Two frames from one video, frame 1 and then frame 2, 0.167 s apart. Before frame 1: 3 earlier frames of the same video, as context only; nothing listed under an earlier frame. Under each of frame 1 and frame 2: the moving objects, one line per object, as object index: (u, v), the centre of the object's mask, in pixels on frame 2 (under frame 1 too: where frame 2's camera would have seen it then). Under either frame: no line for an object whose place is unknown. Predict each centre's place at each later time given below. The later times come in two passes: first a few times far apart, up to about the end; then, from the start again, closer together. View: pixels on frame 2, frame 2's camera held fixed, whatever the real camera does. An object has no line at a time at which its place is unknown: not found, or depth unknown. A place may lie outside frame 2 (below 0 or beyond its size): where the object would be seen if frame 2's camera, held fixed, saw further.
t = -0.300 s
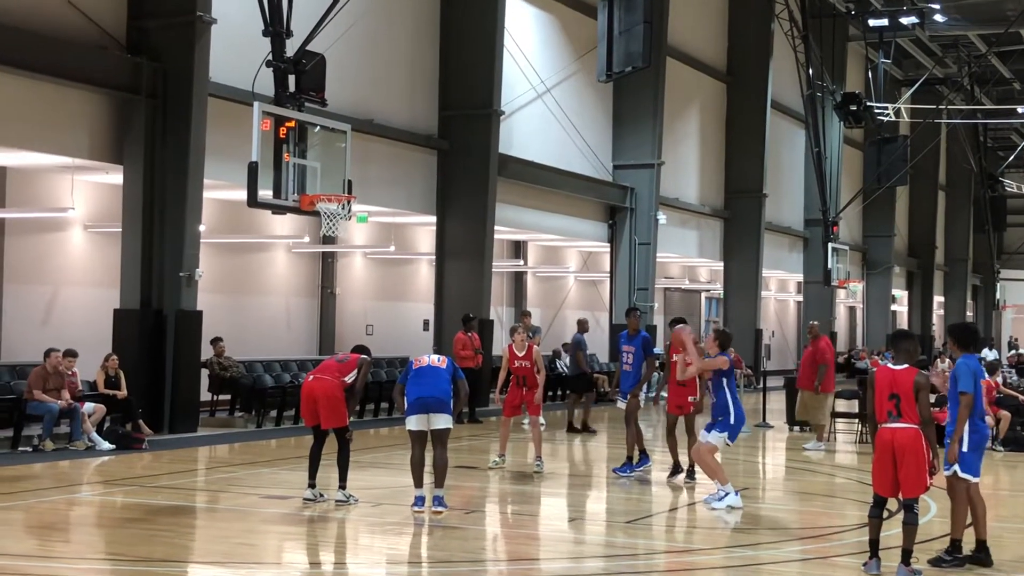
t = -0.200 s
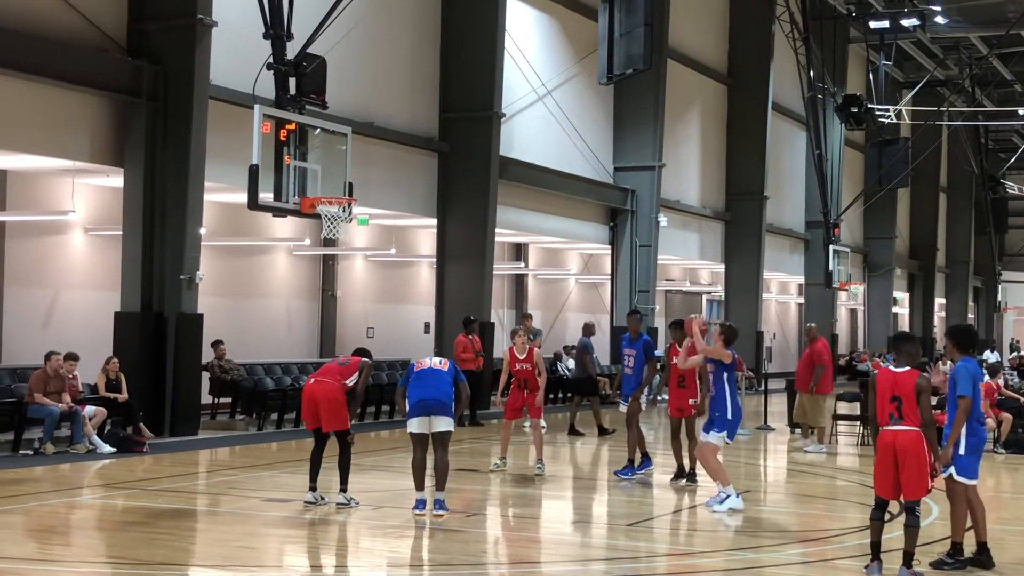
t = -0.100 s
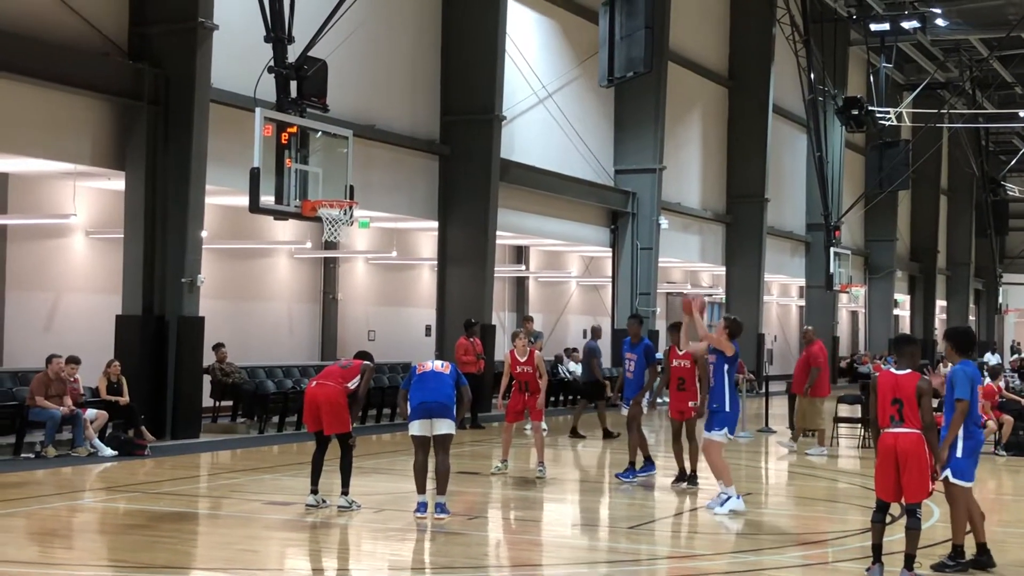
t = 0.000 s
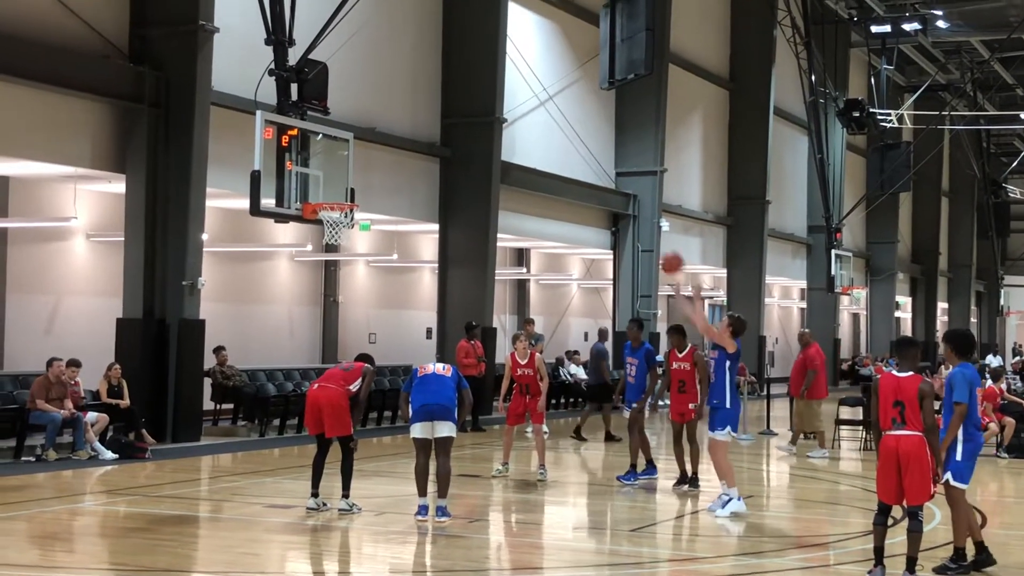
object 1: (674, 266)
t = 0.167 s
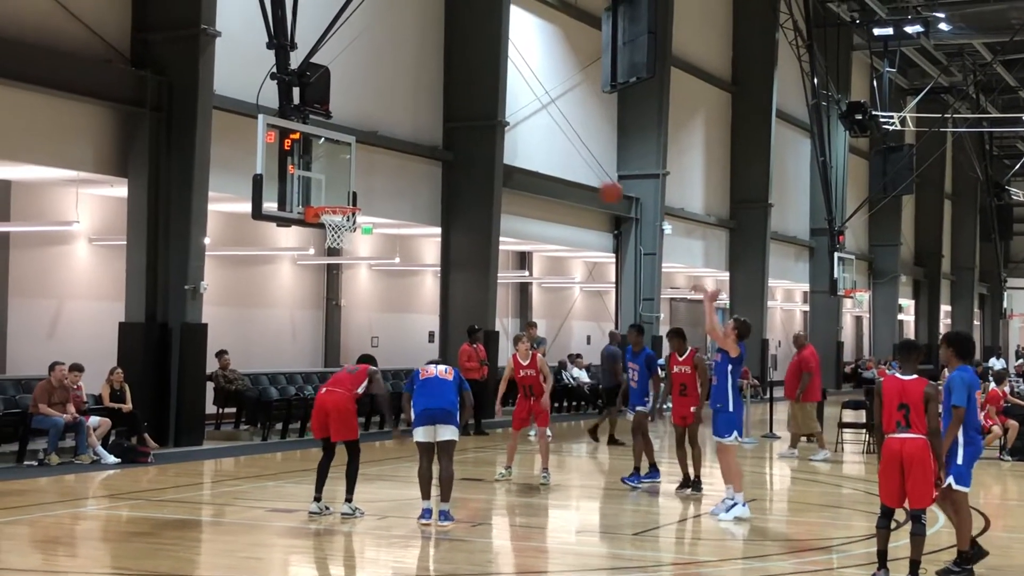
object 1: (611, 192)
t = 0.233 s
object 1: (586, 171)
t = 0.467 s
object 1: (503, 131)
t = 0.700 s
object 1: (428, 143)
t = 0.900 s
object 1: (364, 191)
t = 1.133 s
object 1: (335, 182)
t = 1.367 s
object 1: (318, 197)
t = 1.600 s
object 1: (333, 207)
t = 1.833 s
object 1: (346, 272)
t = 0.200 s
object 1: (599, 181)
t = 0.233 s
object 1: (586, 171)
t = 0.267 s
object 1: (574, 162)
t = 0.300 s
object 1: (562, 154)
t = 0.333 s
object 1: (550, 147)
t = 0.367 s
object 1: (538, 142)
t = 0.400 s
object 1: (527, 137)
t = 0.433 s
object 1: (515, 134)
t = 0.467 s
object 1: (503, 131)
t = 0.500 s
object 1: (493, 131)
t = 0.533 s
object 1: (482, 130)
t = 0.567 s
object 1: (471, 131)
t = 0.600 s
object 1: (460, 132)
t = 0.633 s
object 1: (449, 135)
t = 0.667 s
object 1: (438, 139)
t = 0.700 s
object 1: (428, 143)
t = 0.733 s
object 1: (416, 148)
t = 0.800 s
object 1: (396, 163)
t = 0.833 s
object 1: (384, 171)
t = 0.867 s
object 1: (374, 180)
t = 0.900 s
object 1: (364, 191)
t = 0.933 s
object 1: (356, 199)
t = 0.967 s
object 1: (352, 195)
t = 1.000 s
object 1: (348, 189)
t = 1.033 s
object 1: (345, 186)
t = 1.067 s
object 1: (342, 183)
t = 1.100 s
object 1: (338, 182)
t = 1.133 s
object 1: (335, 182)
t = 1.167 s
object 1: (332, 182)
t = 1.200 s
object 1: (328, 184)
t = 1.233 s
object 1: (324, 187)
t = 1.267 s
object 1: (321, 190)
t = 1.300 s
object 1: (317, 194)
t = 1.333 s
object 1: (317, 197)
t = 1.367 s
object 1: (318, 197)
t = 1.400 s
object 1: (321, 196)
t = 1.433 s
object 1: (323, 197)
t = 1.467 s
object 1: (325, 198)
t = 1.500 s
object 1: (327, 200)
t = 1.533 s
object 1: (329, 202)
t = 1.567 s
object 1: (331, 204)
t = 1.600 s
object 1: (333, 207)
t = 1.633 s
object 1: (335, 220)
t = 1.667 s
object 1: (340, 228)
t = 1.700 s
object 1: (341, 237)
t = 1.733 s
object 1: (342, 247)
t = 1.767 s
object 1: (343, 251)
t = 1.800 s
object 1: (344, 261)
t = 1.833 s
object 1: (346, 272)
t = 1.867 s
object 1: (347, 283)
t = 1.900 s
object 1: (349, 296)
